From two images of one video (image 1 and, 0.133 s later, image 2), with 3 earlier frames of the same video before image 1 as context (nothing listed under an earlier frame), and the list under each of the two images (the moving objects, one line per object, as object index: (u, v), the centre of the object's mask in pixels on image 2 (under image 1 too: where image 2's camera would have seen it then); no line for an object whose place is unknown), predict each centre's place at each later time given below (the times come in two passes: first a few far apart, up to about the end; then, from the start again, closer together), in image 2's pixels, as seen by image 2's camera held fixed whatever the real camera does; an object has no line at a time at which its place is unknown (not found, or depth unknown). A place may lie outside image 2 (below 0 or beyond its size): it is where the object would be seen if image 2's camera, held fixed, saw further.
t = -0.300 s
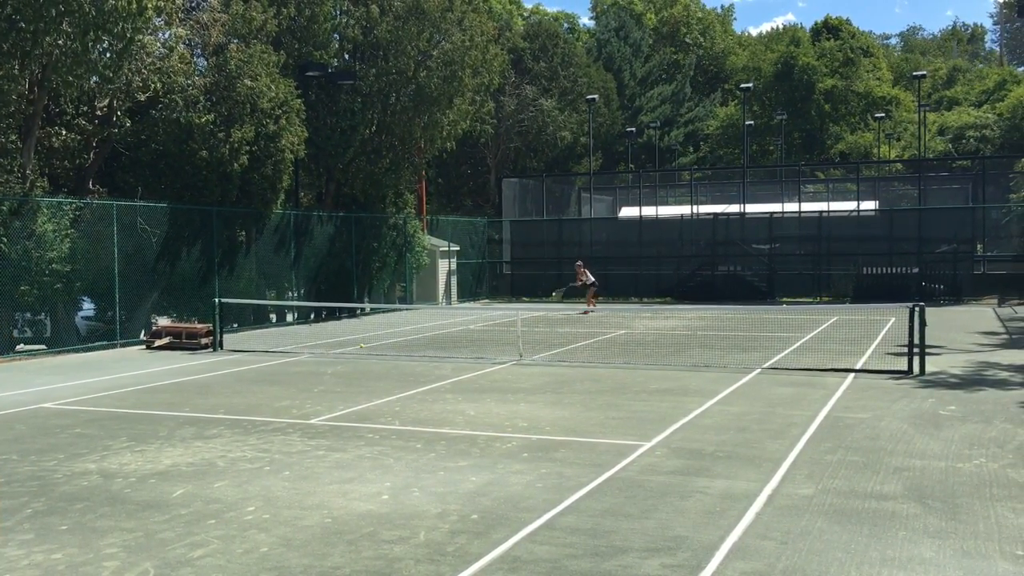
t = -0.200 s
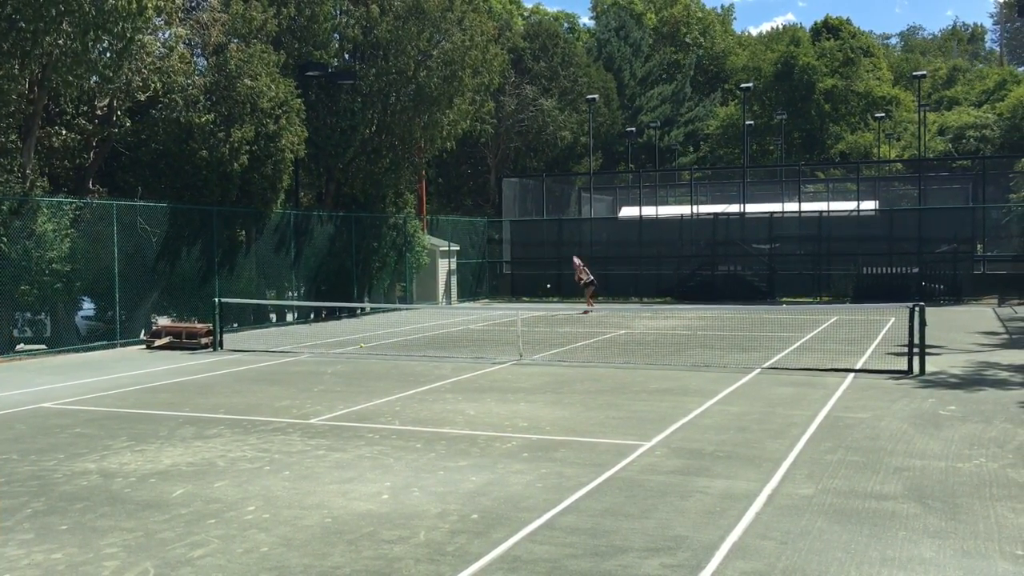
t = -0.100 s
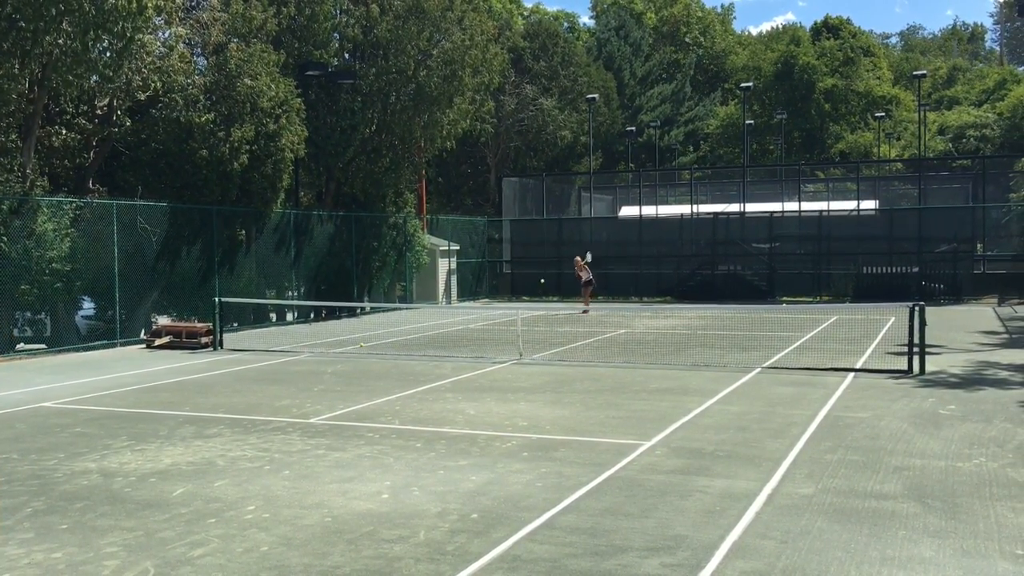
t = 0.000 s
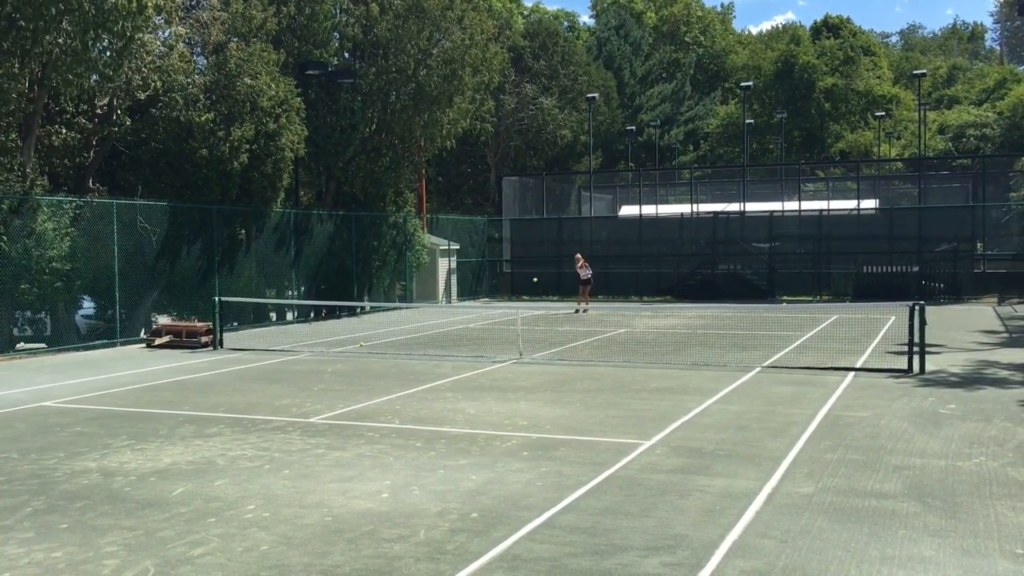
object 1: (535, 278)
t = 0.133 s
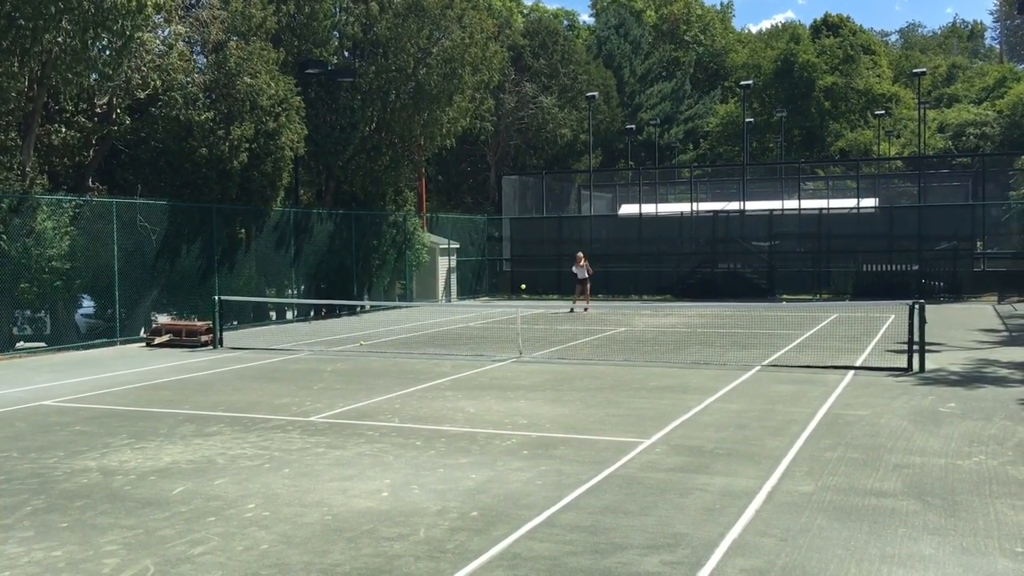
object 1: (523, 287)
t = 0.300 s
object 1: (502, 317)
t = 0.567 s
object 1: (439, 467)
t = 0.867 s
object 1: (302, 521)
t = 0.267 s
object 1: (507, 309)
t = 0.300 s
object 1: (502, 317)
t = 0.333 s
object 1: (496, 328)
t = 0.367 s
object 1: (490, 340)
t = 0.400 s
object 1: (484, 354)
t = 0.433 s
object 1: (477, 370)
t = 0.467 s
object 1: (469, 390)
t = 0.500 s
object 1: (460, 413)
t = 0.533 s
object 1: (450, 440)
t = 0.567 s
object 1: (439, 467)
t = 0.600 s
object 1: (430, 464)
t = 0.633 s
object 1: (419, 463)
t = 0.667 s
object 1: (408, 463)
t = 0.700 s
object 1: (394, 465)
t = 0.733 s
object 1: (380, 470)
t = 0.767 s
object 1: (364, 477)
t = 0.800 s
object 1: (346, 488)
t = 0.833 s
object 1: (326, 502)
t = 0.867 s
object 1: (302, 521)
